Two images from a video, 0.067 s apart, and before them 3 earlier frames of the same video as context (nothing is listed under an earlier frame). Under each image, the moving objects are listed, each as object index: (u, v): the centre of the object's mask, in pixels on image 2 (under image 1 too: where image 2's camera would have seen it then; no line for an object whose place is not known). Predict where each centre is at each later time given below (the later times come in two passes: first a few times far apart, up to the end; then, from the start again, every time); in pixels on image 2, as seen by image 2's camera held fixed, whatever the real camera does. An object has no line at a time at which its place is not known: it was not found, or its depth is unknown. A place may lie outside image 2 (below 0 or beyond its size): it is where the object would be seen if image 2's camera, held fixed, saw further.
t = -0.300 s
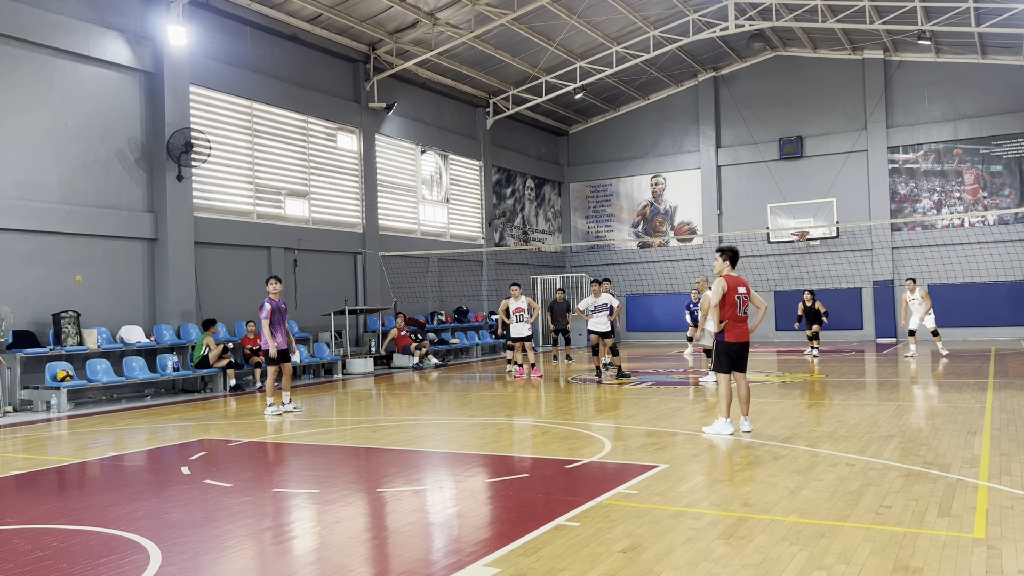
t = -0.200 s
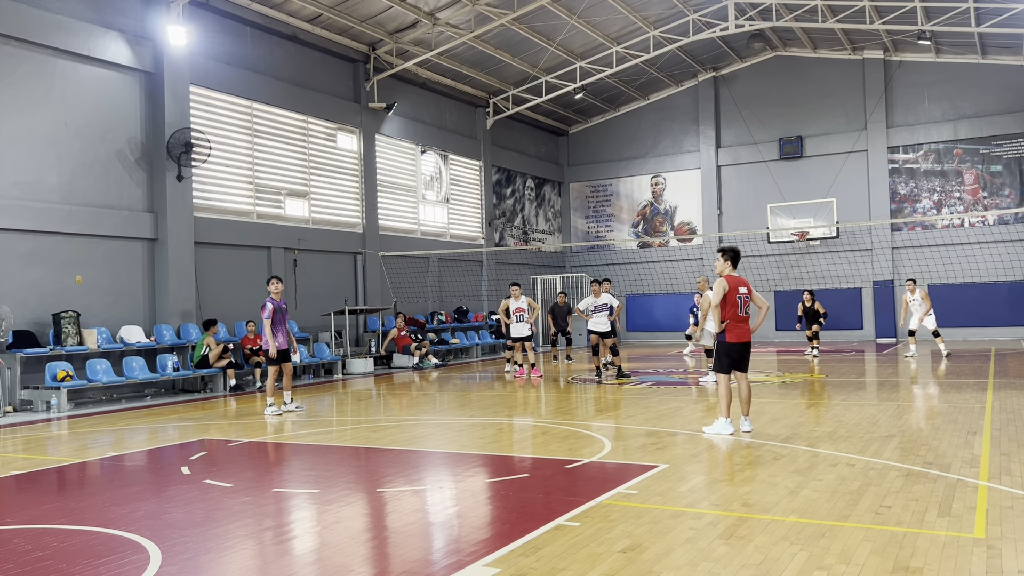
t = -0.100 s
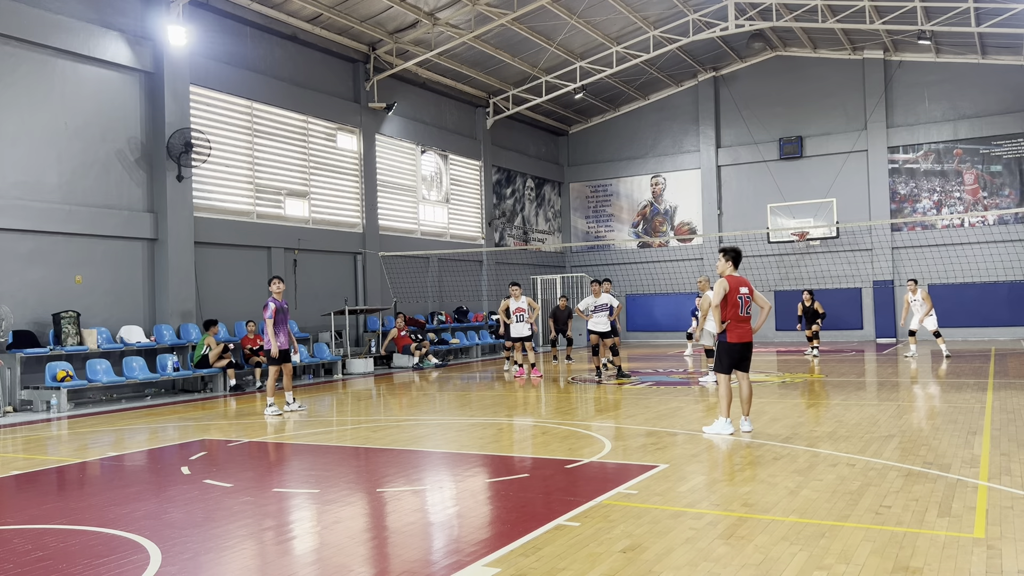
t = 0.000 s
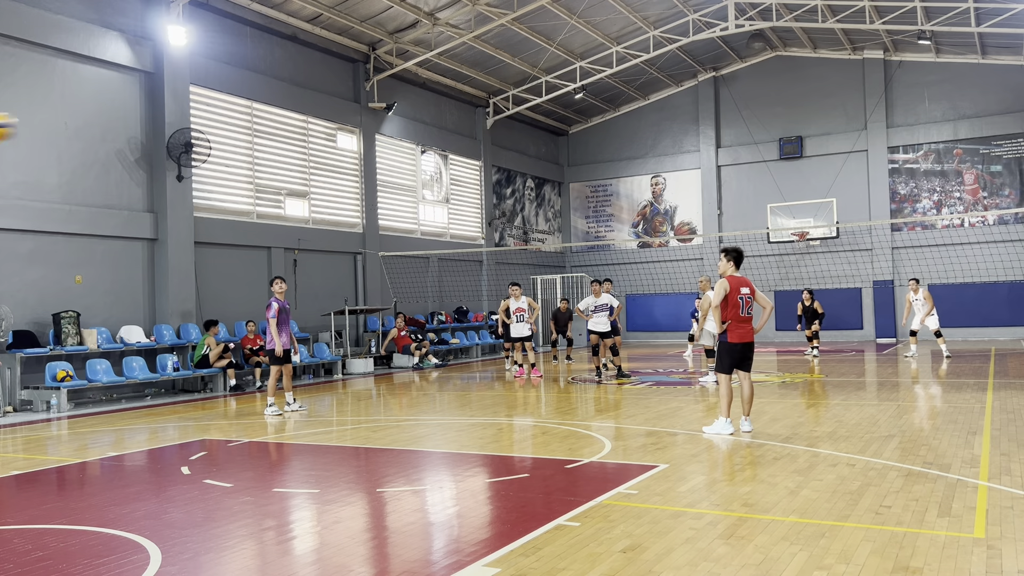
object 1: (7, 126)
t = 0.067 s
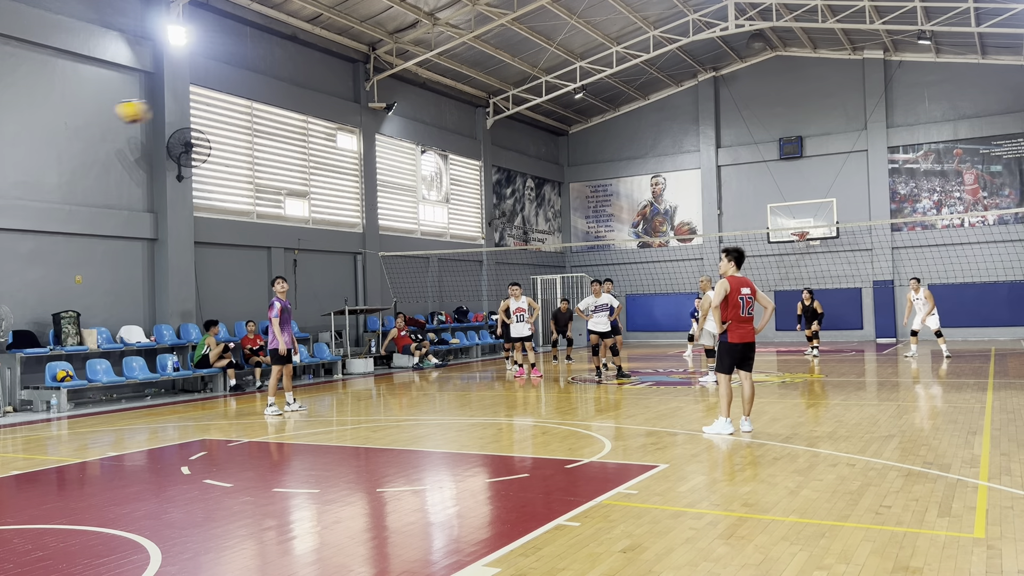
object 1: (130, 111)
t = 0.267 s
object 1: (385, 114)
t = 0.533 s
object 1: (556, 165)
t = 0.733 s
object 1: (630, 218)
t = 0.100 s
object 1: (185, 107)
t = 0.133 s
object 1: (238, 105)
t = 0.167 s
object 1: (282, 104)
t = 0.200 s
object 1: (321, 108)
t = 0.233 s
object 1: (354, 110)
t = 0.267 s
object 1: (385, 114)
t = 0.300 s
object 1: (415, 119)
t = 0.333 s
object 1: (440, 124)
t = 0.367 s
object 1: (464, 130)
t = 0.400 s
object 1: (486, 137)
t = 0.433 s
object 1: (505, 143)
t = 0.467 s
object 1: (523, 150)
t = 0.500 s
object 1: (540, 158)
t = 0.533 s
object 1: (556, 165)
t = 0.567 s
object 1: (571, 174)
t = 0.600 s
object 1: (584, 182)
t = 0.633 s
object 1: (597, 191)
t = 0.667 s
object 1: (609, 199)
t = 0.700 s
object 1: (620, 208)
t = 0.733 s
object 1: (630, 218)
